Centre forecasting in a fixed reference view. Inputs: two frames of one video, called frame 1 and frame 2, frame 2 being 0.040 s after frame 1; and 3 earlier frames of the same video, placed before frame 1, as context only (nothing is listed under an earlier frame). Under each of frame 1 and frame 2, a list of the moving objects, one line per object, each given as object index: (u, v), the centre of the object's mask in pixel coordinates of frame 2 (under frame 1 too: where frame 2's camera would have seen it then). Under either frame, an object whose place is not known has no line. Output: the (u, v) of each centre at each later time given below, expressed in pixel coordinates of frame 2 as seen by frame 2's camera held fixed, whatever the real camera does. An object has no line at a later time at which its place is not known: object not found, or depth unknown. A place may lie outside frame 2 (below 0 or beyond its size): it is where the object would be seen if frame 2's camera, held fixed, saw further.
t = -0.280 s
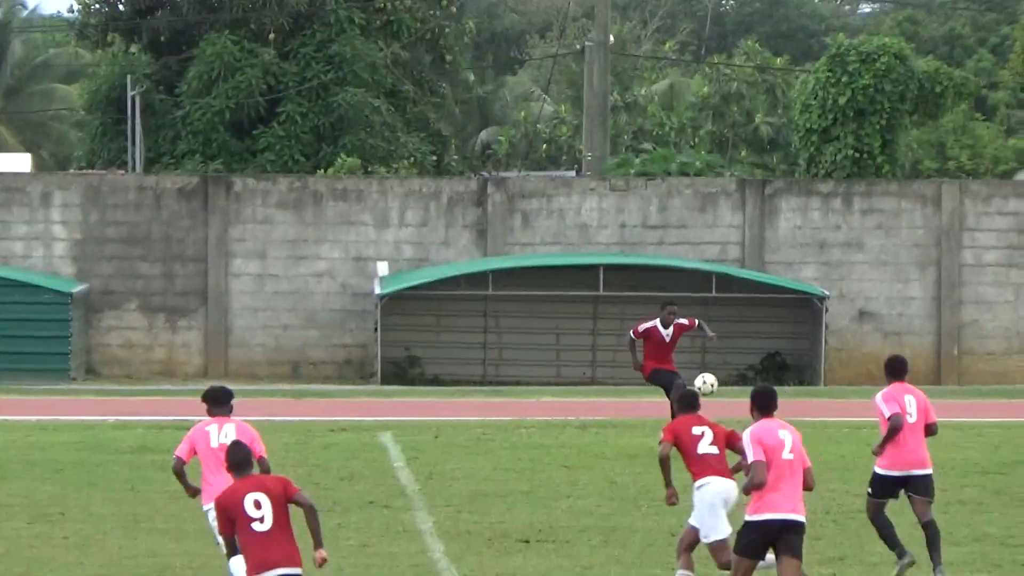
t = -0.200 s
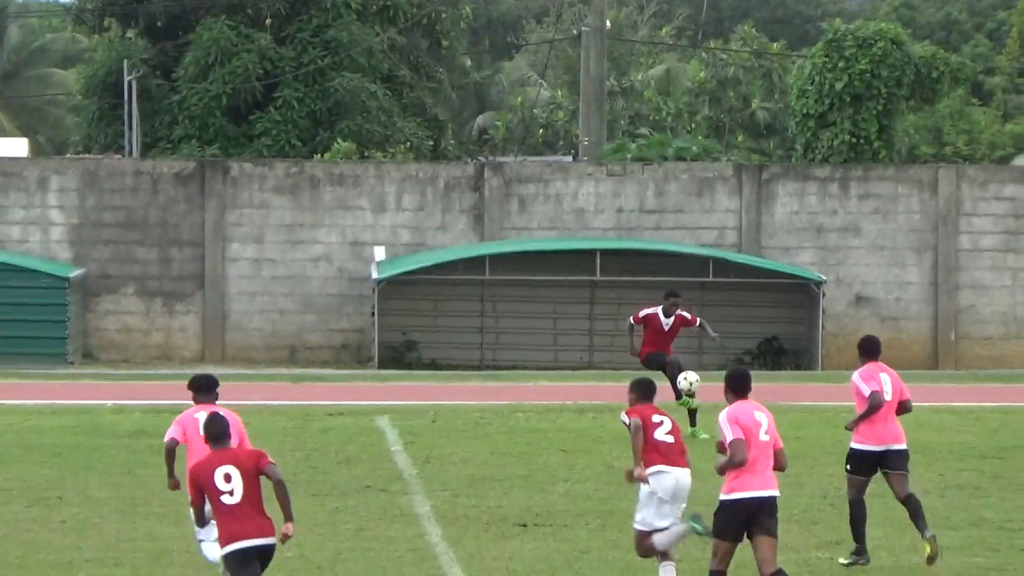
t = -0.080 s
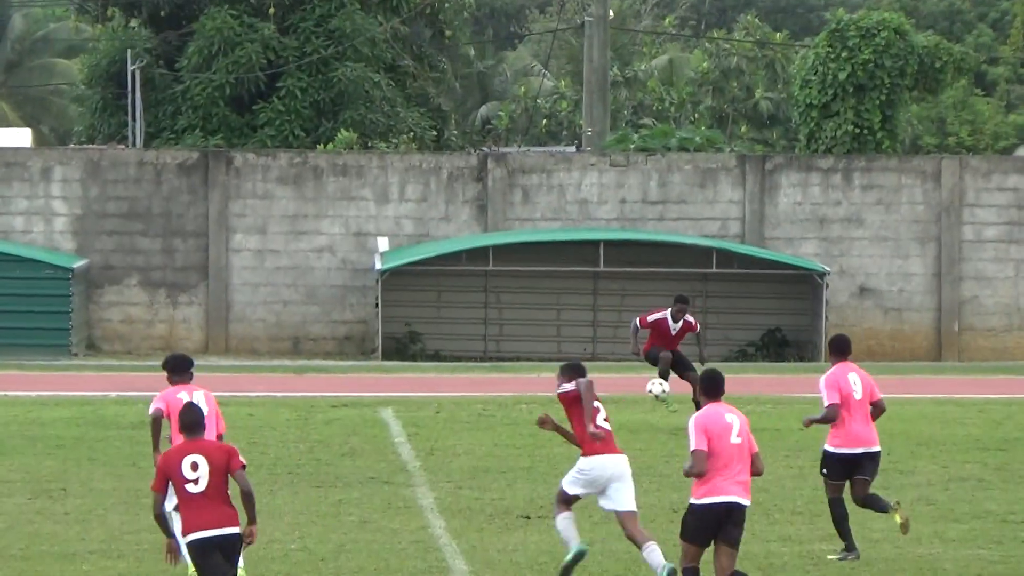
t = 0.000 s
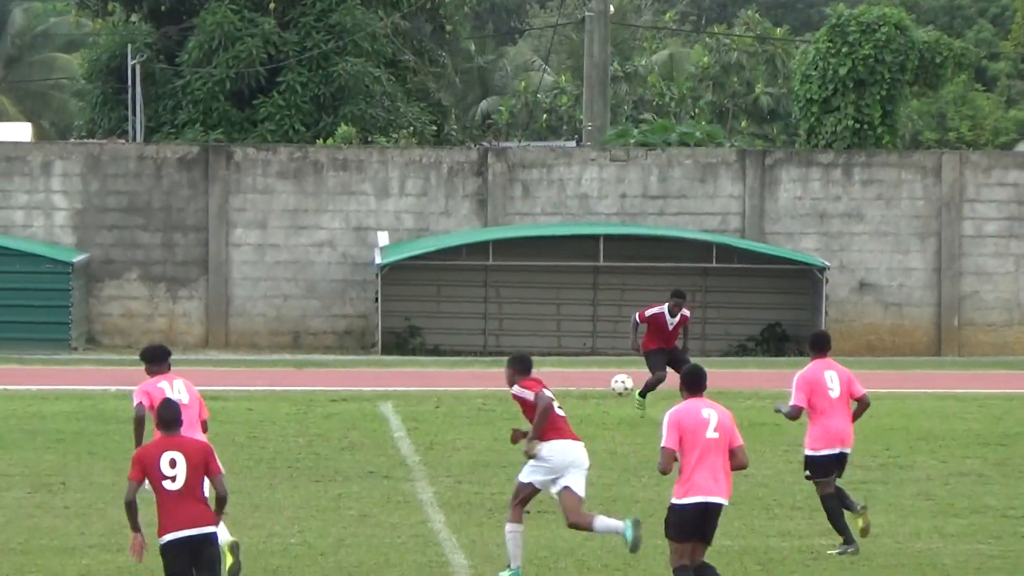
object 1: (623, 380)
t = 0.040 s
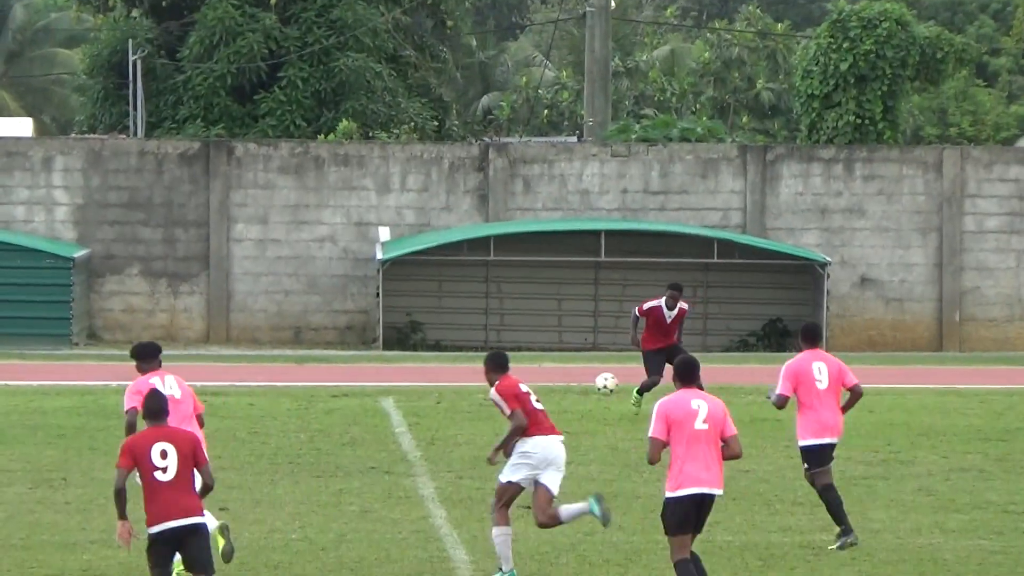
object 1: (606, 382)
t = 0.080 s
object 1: (590, 389)
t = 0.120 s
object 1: (574, 395)
